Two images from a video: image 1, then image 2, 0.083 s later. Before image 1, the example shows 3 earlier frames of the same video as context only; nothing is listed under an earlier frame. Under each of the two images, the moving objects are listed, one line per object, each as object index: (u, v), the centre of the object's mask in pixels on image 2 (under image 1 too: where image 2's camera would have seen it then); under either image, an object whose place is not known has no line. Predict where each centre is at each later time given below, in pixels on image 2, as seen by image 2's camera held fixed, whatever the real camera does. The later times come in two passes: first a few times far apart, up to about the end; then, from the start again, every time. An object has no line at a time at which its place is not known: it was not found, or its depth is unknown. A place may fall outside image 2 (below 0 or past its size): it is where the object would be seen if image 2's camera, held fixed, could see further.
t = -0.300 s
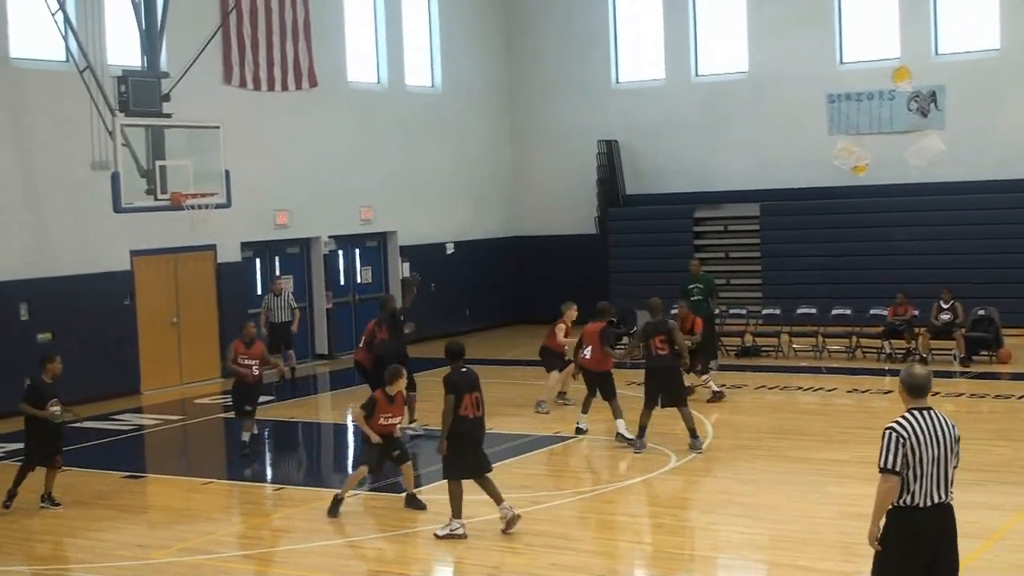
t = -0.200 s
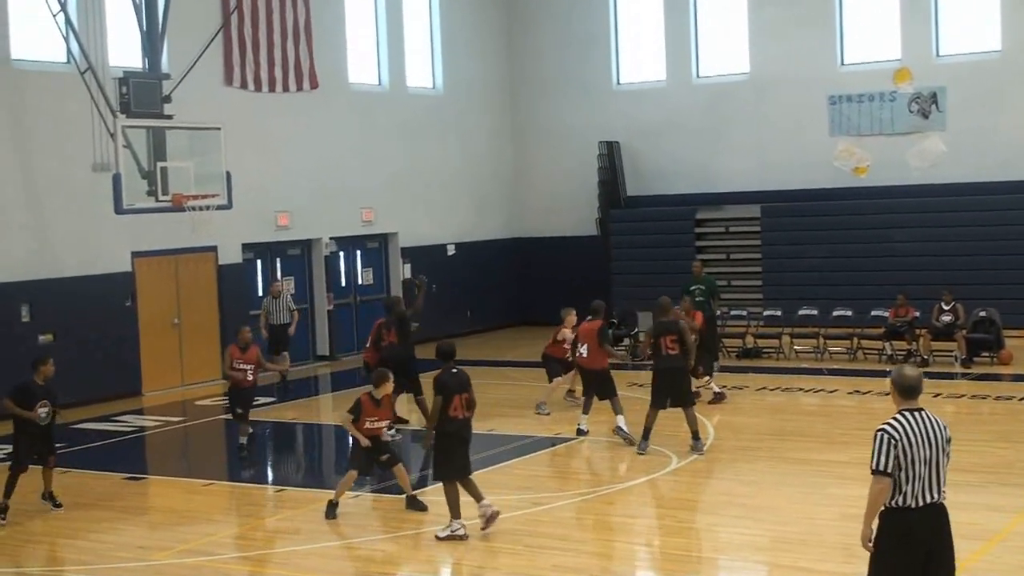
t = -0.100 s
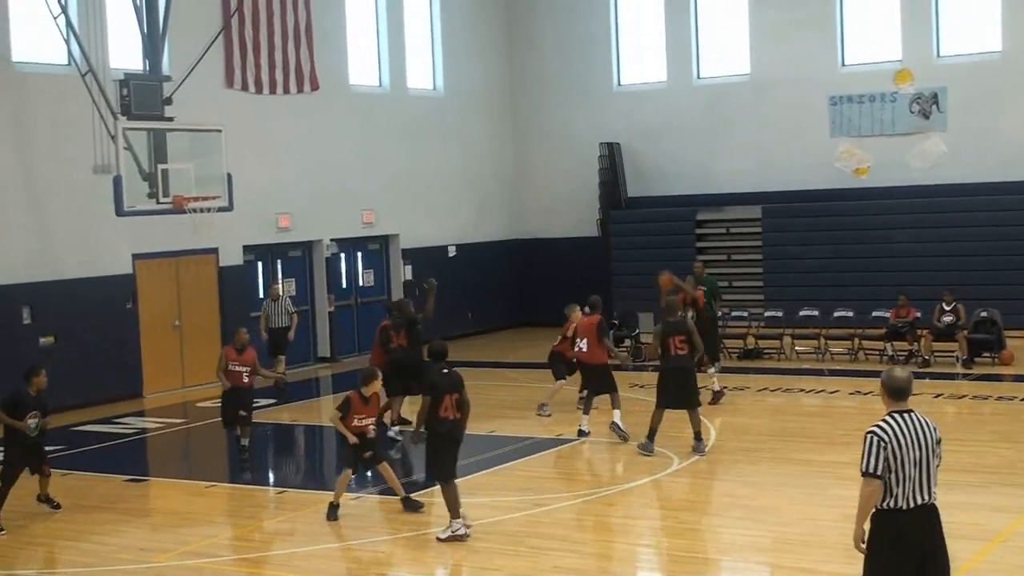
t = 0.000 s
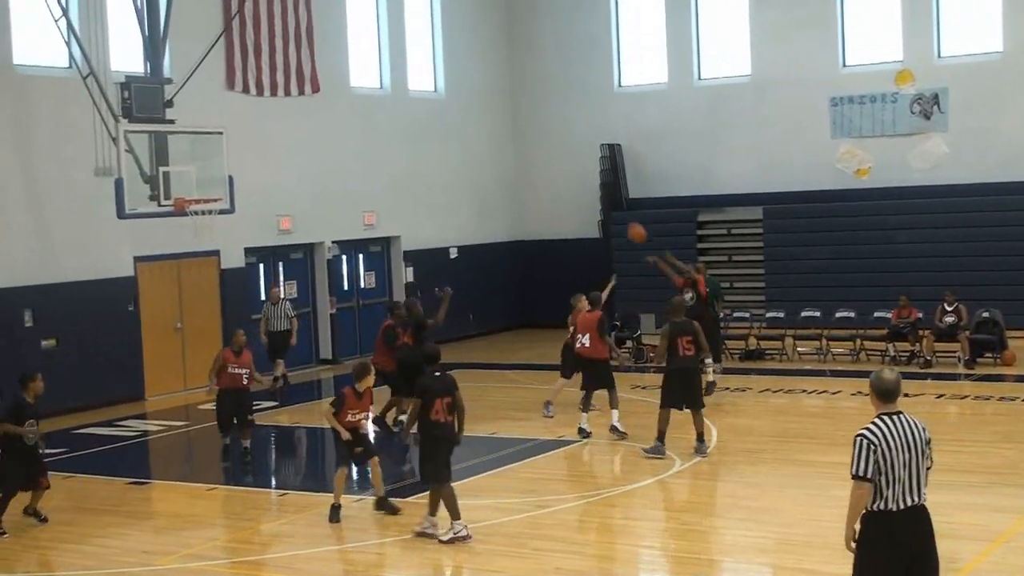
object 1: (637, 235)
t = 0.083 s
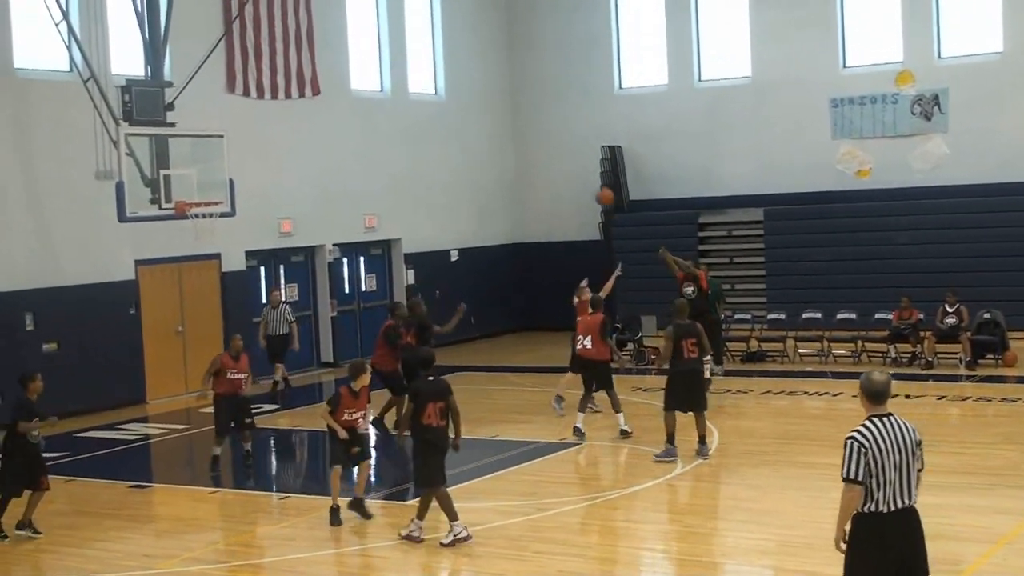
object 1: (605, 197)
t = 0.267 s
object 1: (533, 130)
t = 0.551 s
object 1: (425, 76)
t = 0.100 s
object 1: (598, 190)
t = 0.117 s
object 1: (591, 183)
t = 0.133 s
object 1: (584, 177)
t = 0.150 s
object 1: (578, 170)
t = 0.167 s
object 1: (572, 164)
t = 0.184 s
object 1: (565, 158)
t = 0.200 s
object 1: (558, 152)
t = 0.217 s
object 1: (552, 146)
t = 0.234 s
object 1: (546, 141)
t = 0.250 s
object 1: (539, 136)
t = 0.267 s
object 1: (533, 130)
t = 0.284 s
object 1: (527, 126)
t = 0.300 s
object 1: (520, 121)
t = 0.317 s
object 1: (514, 117)
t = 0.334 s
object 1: (508, 112)
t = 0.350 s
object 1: (501, 109)
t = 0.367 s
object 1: (495, 105)
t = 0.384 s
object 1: (489, 101)
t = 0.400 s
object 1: (482, 98)
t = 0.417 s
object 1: (475, 94)
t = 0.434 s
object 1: (469, 92)
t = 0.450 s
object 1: (463, 89)
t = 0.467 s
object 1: (457, 86)
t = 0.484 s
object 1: (451, 84)
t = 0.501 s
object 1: (445, 81)
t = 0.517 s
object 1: (439, 79)
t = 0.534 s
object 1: (432, 78)
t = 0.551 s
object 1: (425, 76)
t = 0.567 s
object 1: (418, 75)
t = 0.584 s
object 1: (411, 74)
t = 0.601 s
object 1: (405, 73)
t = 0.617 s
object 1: (399, 72)
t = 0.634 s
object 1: (393, 72)
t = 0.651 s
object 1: (387, 72)
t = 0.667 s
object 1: (381, 72)
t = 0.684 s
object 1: (376, 72)
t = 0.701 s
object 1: (370, 72)
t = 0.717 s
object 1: (363, 73)
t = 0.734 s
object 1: (357, 74)
